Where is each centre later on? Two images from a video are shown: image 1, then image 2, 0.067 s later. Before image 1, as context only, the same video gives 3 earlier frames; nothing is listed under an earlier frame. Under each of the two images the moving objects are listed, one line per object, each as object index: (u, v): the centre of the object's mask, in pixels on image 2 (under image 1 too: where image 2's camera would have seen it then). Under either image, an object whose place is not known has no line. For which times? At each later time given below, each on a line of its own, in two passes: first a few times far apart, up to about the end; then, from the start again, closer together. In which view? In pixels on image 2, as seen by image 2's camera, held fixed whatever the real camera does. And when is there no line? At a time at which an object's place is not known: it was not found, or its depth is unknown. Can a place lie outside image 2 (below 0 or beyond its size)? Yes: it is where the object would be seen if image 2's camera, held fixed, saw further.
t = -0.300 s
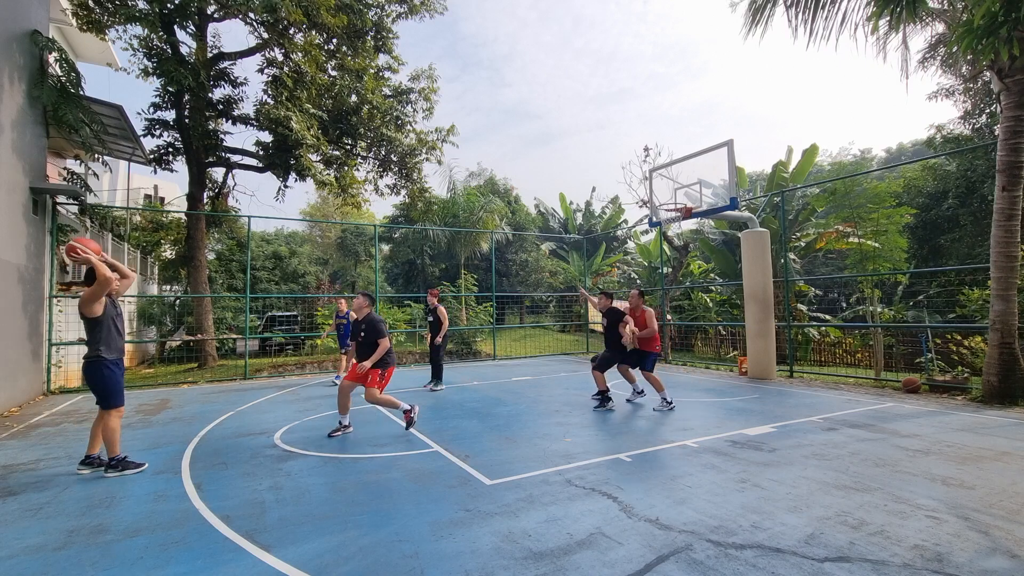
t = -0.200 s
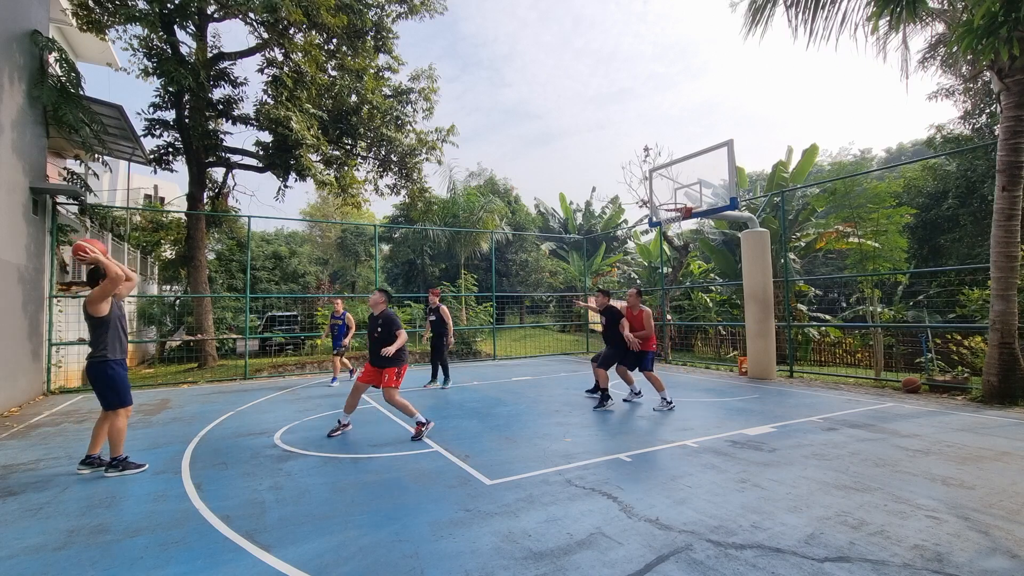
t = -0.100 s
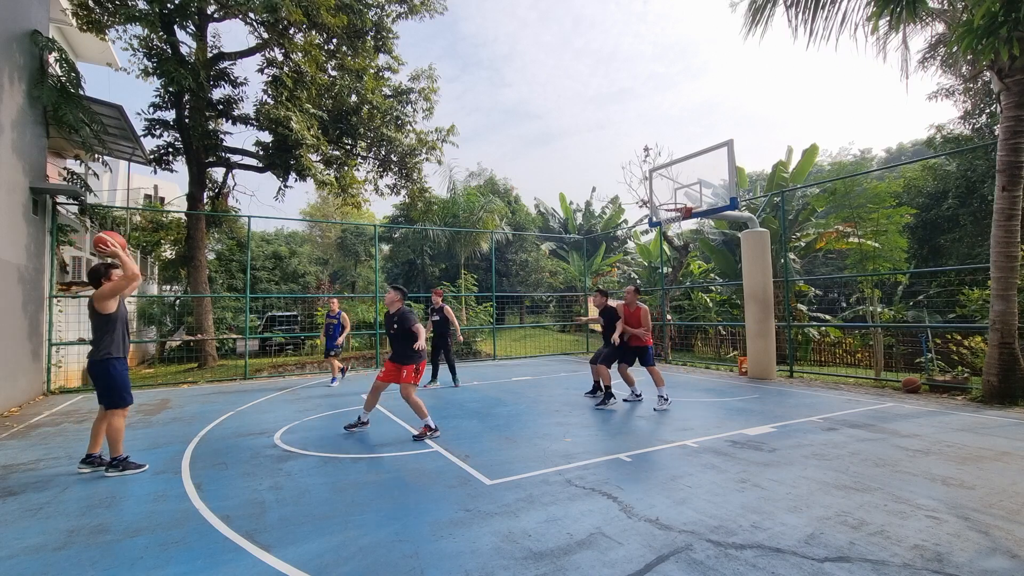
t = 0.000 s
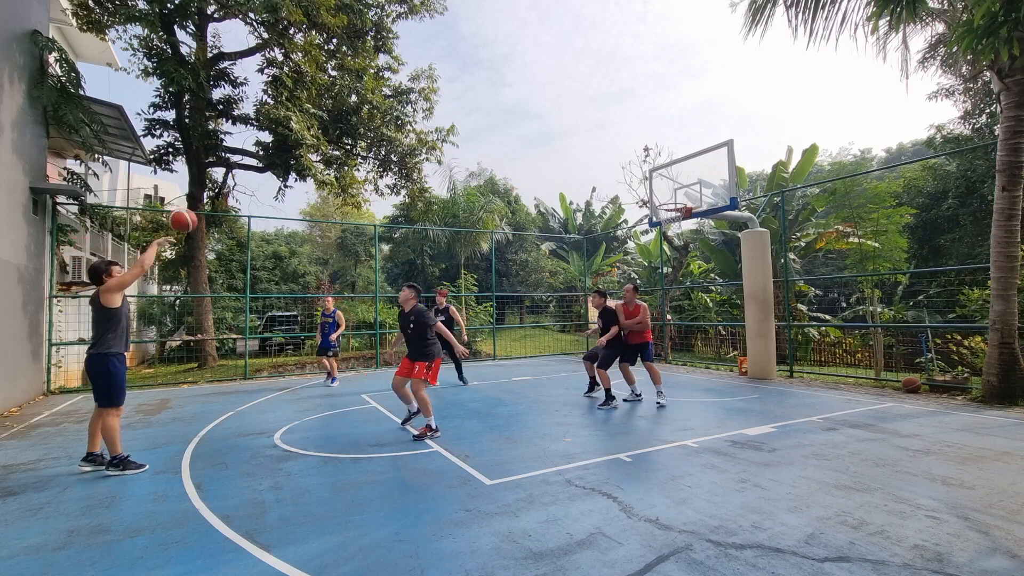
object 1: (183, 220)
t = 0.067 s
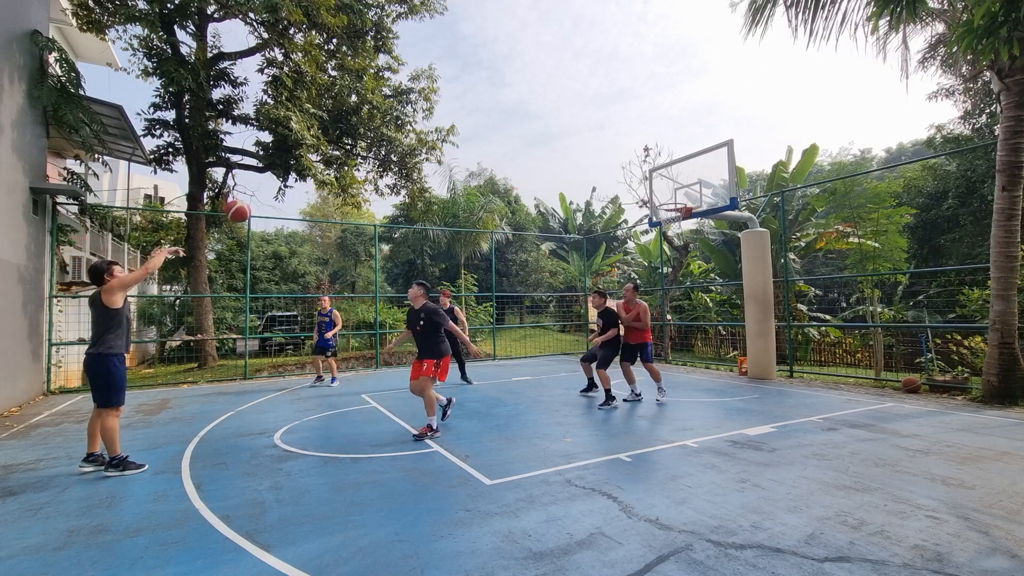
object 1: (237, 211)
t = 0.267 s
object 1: (369, 209)
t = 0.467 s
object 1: (463, 235)
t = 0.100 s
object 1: (263, 208)
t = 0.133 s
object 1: (287, 207)
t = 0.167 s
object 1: (310, 206)
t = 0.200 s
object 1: (331, 206)
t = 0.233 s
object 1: (351, 207)
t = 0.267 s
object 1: (369, 209)
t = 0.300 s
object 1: (387, 213)
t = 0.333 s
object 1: (405, 215)
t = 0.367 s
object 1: (420, 220)
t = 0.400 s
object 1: (435, 225)
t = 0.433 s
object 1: (450, 230)
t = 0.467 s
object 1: (463, 235)
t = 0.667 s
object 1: (535, 278)
